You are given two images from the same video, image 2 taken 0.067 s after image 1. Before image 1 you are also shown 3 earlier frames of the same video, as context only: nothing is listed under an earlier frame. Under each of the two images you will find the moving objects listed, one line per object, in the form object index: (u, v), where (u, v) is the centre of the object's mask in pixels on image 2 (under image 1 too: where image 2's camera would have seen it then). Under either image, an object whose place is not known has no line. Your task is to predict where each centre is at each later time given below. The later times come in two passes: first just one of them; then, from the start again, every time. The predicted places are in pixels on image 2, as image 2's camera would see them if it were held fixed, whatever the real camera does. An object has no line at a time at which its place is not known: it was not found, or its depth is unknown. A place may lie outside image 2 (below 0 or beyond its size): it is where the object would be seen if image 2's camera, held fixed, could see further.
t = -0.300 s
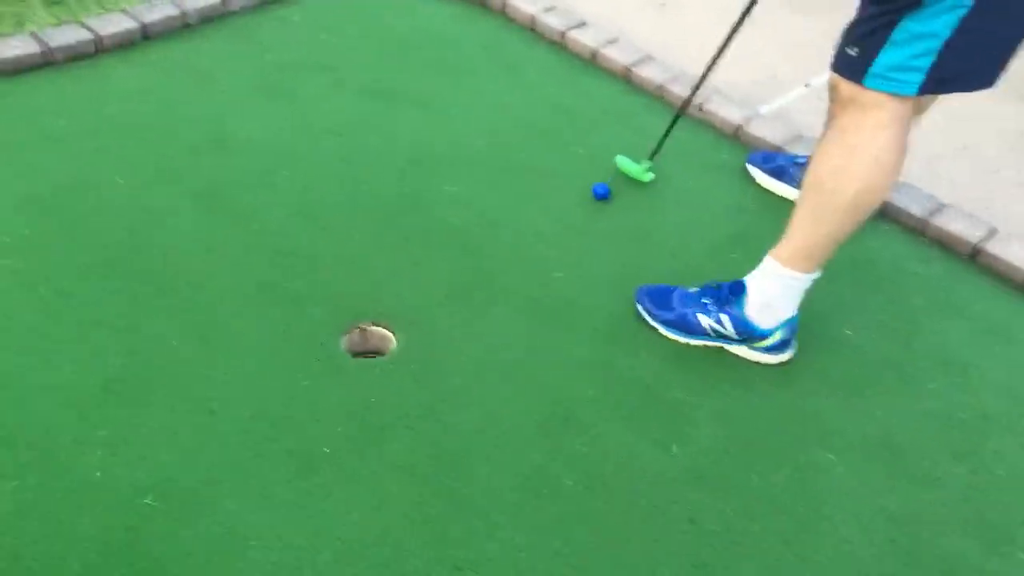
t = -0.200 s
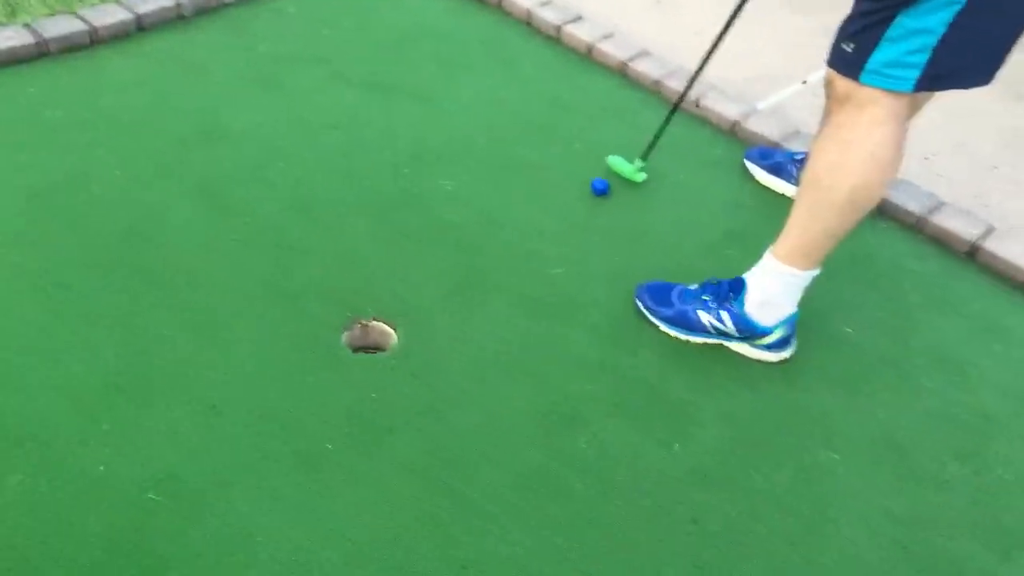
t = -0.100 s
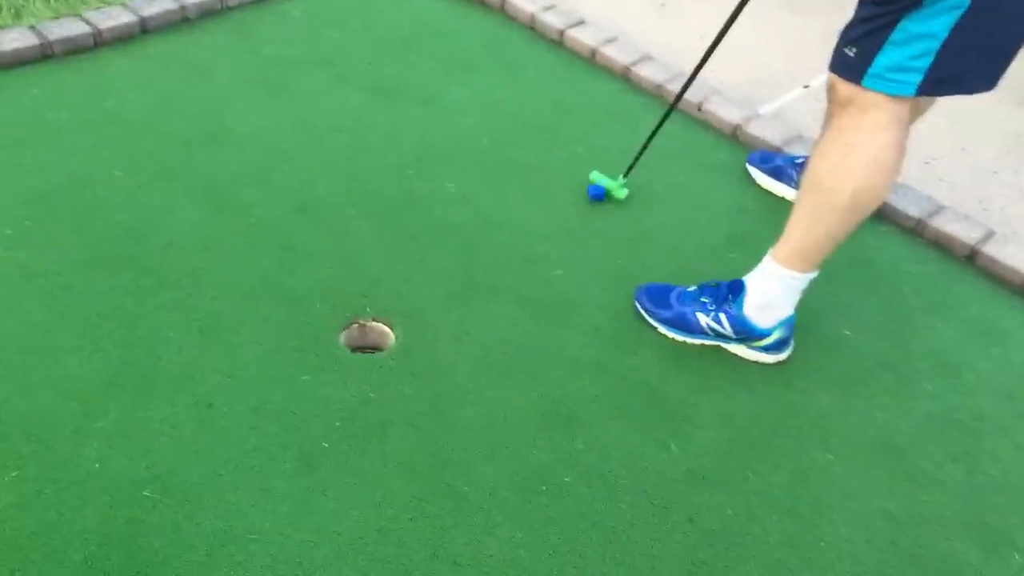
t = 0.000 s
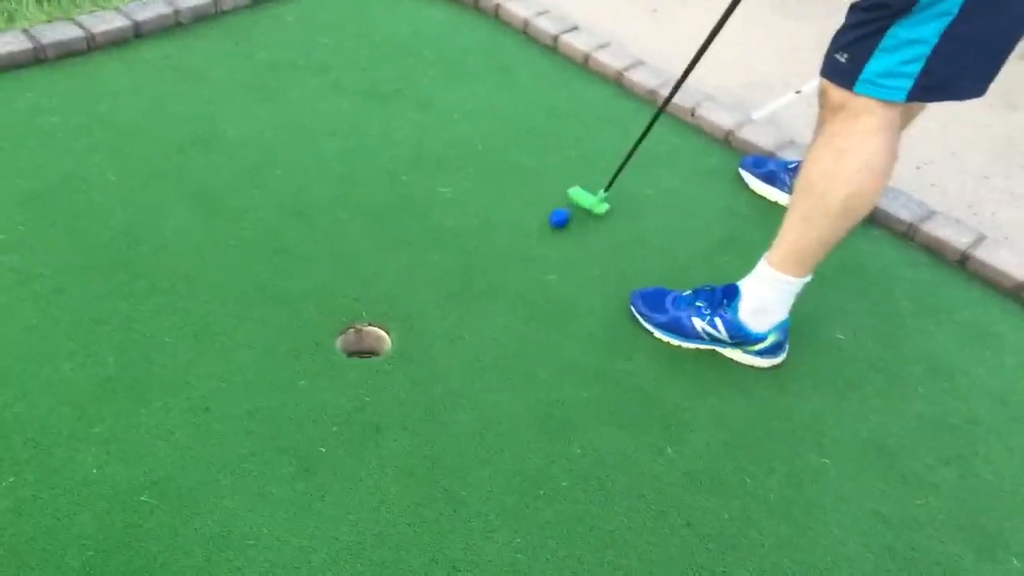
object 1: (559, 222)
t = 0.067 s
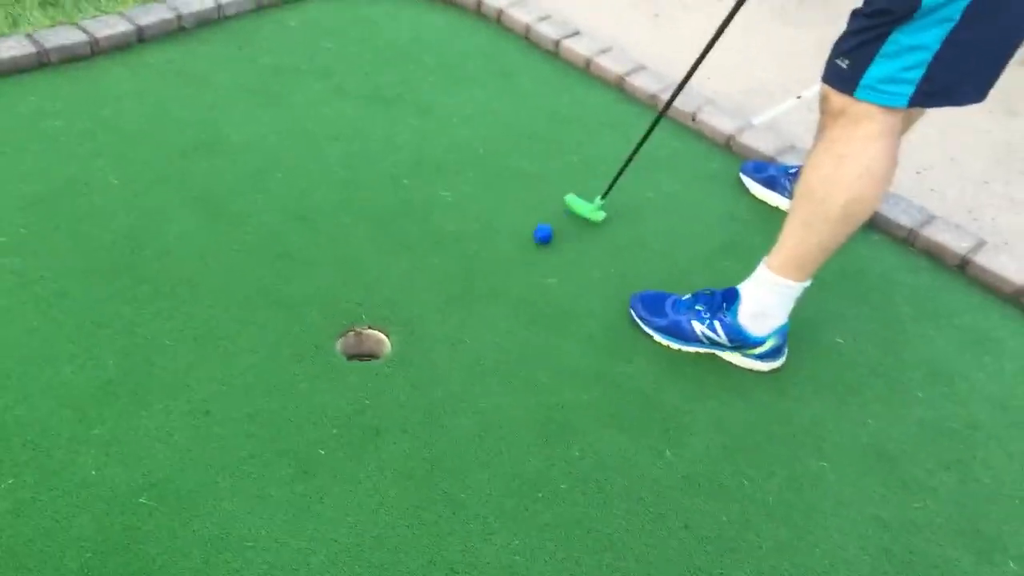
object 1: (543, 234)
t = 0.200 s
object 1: (508, 258)
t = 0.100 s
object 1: (534, 240)
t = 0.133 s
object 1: (526, 246)
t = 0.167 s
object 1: (516, 253)
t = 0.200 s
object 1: (508, 258)
